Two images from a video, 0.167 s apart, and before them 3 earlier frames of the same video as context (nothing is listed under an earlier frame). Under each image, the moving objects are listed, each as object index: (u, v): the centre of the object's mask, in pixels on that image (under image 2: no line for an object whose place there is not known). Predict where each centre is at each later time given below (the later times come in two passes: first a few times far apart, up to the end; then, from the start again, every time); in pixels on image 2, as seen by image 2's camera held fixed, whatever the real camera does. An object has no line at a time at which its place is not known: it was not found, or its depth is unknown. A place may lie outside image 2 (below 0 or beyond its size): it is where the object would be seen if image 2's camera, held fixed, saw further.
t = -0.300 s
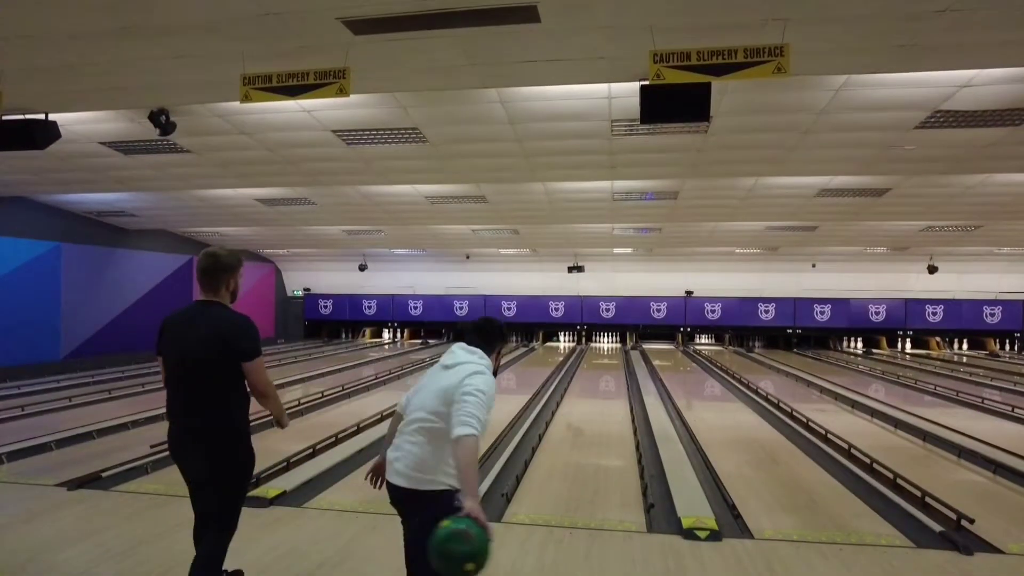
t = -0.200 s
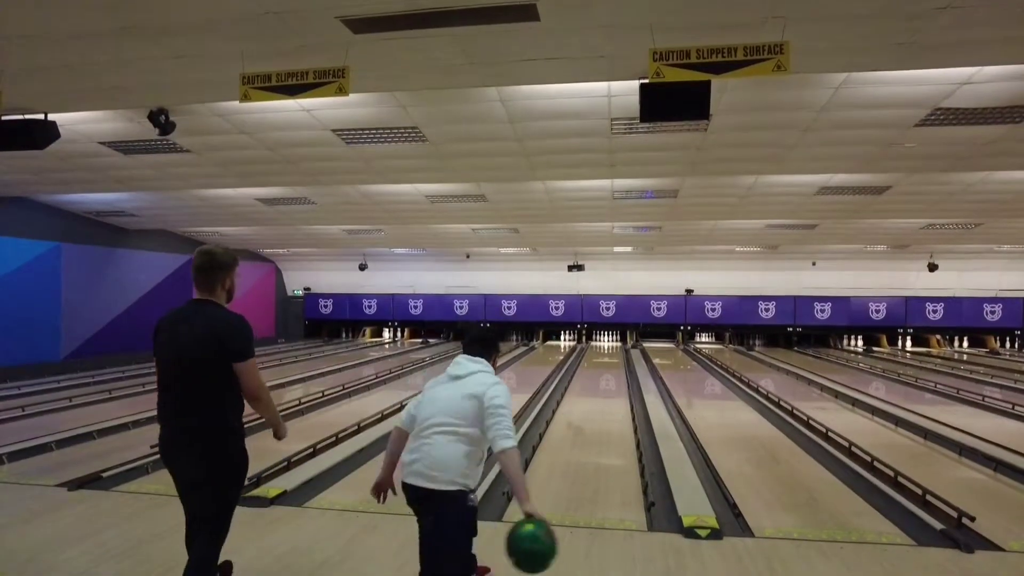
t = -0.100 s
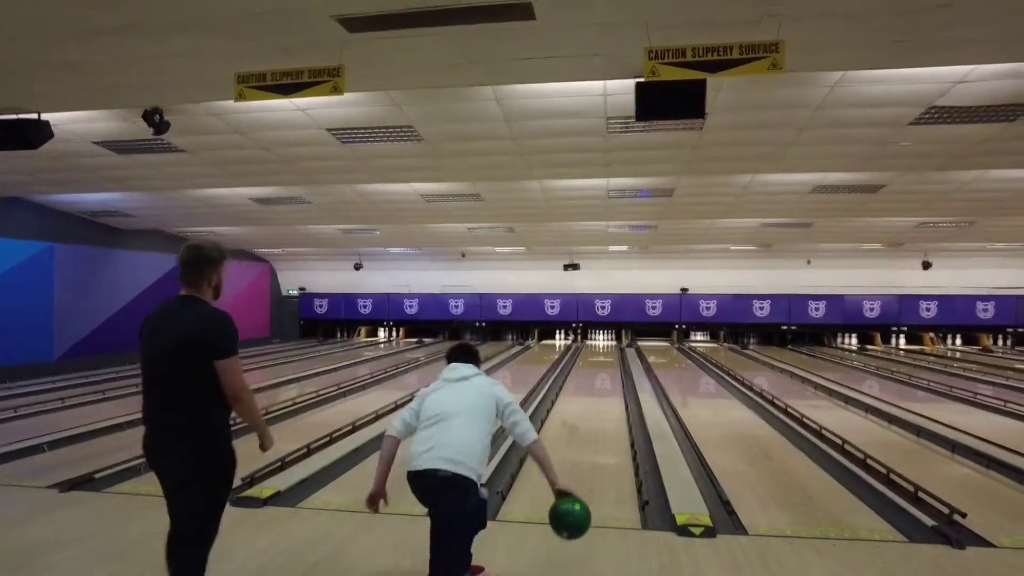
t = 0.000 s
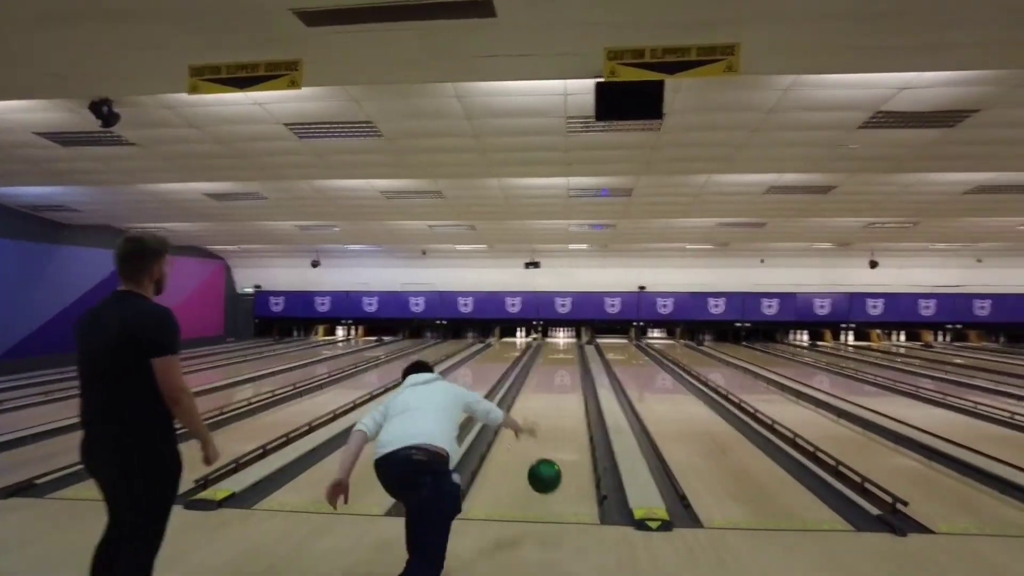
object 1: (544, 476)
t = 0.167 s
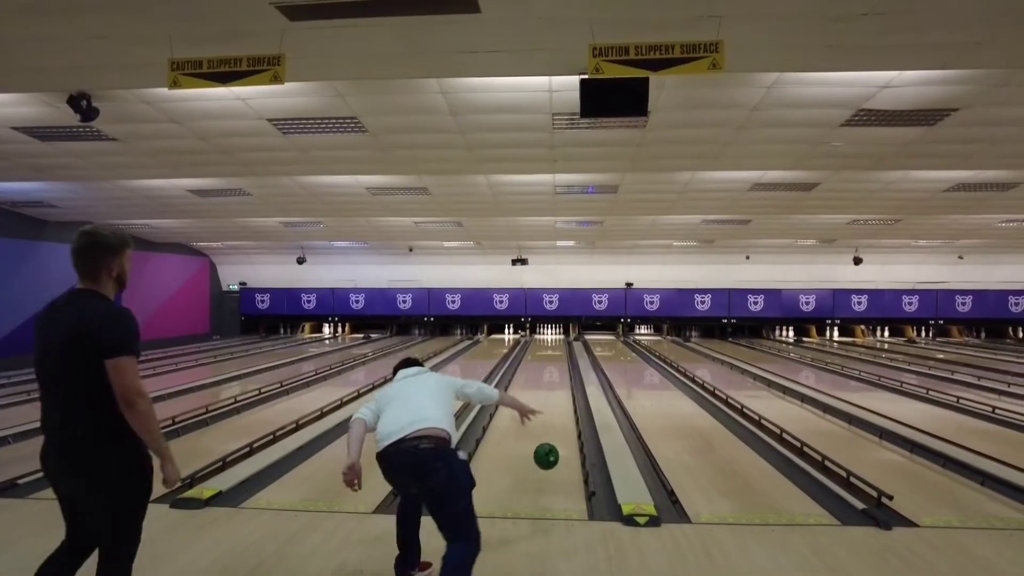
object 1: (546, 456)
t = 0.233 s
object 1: (549, 459)
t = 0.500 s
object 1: (562, 415)
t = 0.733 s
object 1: (563, 393)
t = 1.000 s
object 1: (565, 375)
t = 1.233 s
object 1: (557, 364)
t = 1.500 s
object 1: (549, 355)
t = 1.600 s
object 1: (546, 352)
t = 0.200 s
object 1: (548, 458)
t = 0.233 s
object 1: (549, 459)
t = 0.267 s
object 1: (552, 455)
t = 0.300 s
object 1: (555, 443)
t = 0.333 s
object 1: (554, 439)
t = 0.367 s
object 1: (555, 434)
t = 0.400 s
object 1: (556, 429)
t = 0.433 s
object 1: (557, 424)
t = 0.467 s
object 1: (557, 419)
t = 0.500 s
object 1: (562, 415)
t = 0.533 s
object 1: (562, 411)
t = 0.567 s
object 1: (564, 407)
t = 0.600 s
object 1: (560, 404)
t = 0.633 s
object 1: (561, 401)
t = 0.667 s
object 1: (561, 398)
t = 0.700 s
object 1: (562, 395)
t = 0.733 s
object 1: (563, 393)
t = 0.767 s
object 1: (563, 390)
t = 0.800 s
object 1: (563, 388)
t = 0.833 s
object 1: (564, 385)
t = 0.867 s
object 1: (564, 383)
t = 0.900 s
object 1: (565, 381)
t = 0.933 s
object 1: (565, 379)
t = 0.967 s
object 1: (565, 377)
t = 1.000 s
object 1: (565, 375)
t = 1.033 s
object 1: (565, 374)
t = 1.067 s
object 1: (564, 372)
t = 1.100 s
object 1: (563, 371)
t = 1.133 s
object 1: (561, 369)
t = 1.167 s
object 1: (560, 367)
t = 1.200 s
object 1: (559, 366)
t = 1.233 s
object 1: (557, 364)
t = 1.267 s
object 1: (556, 363)
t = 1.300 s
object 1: (555, 361)
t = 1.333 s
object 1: (554, 360)
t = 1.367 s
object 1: (553, 359)
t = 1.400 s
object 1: (551, 358)
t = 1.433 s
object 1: (551, 357)
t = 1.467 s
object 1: (550, 356)
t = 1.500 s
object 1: (549, 355)
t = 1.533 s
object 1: (548, 354)
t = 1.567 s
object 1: (547, 353)
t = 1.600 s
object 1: (546, 352)
